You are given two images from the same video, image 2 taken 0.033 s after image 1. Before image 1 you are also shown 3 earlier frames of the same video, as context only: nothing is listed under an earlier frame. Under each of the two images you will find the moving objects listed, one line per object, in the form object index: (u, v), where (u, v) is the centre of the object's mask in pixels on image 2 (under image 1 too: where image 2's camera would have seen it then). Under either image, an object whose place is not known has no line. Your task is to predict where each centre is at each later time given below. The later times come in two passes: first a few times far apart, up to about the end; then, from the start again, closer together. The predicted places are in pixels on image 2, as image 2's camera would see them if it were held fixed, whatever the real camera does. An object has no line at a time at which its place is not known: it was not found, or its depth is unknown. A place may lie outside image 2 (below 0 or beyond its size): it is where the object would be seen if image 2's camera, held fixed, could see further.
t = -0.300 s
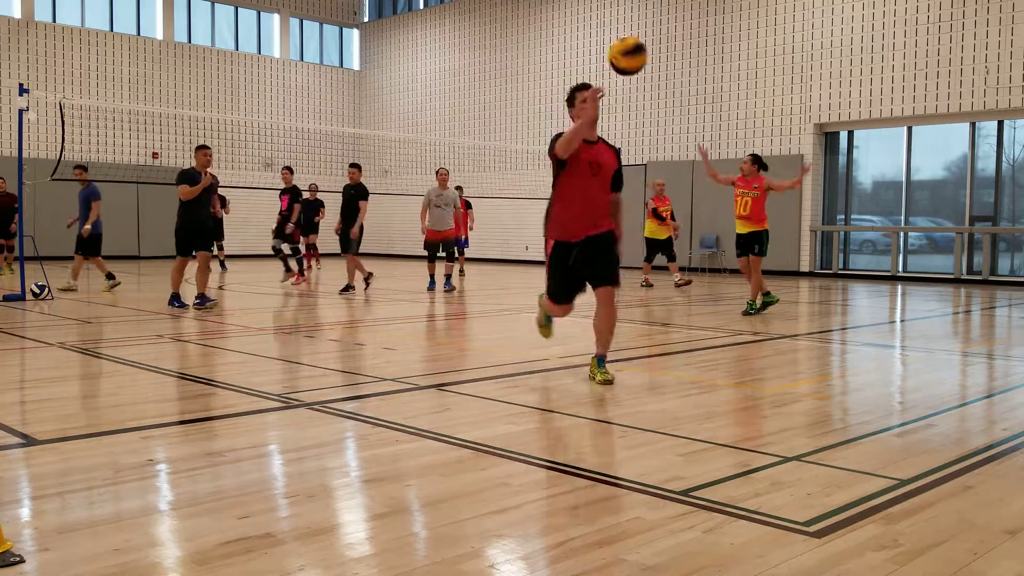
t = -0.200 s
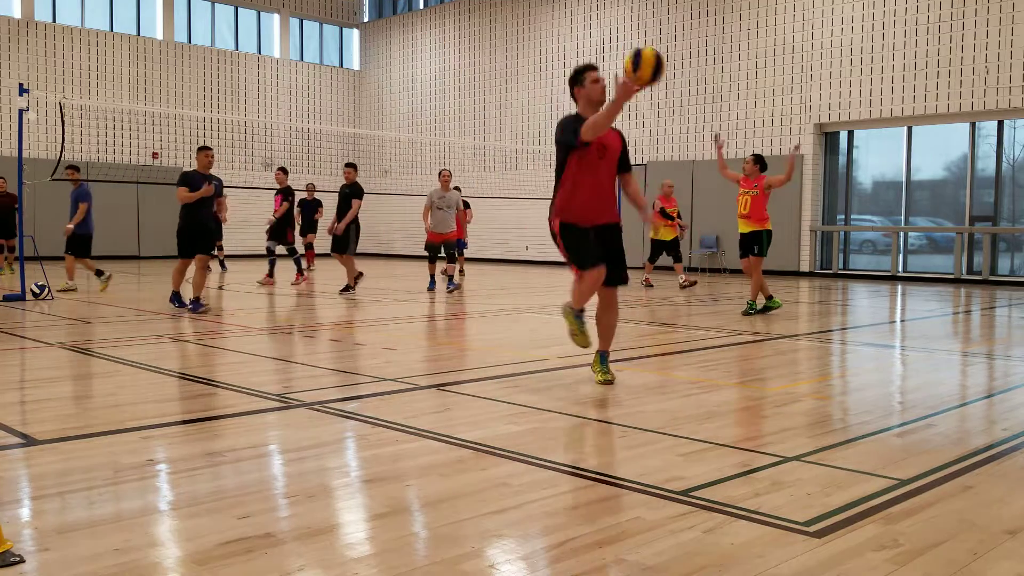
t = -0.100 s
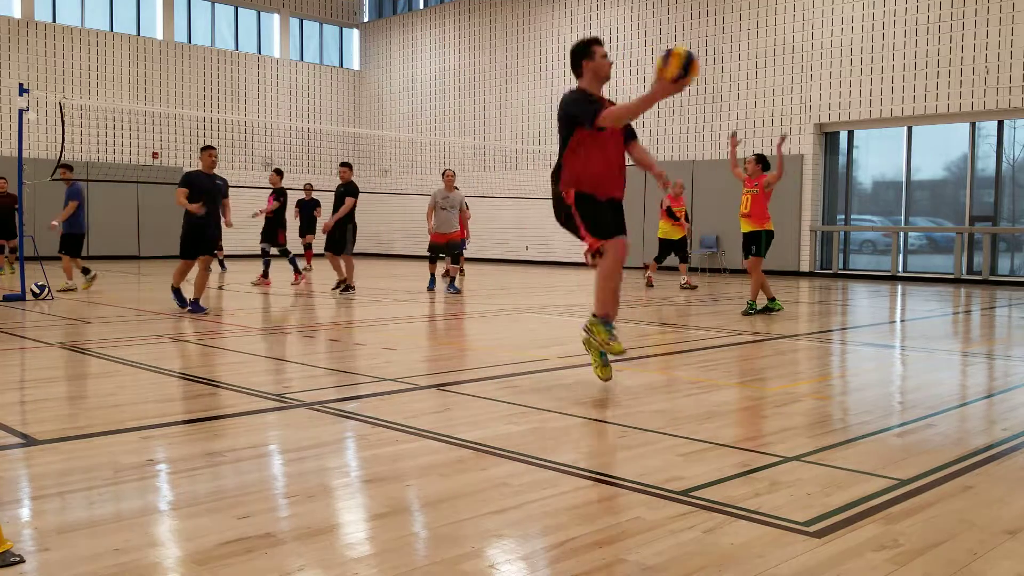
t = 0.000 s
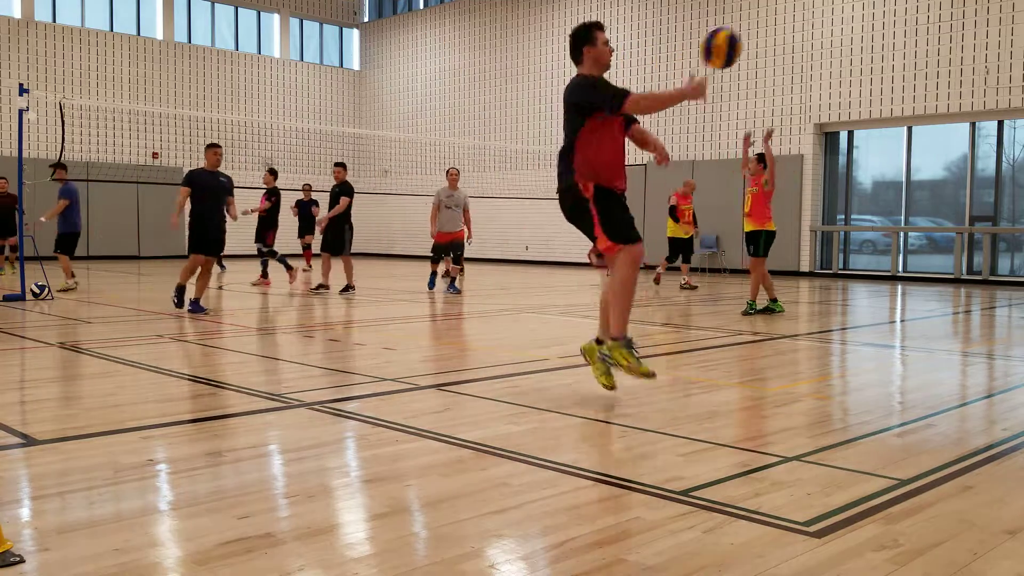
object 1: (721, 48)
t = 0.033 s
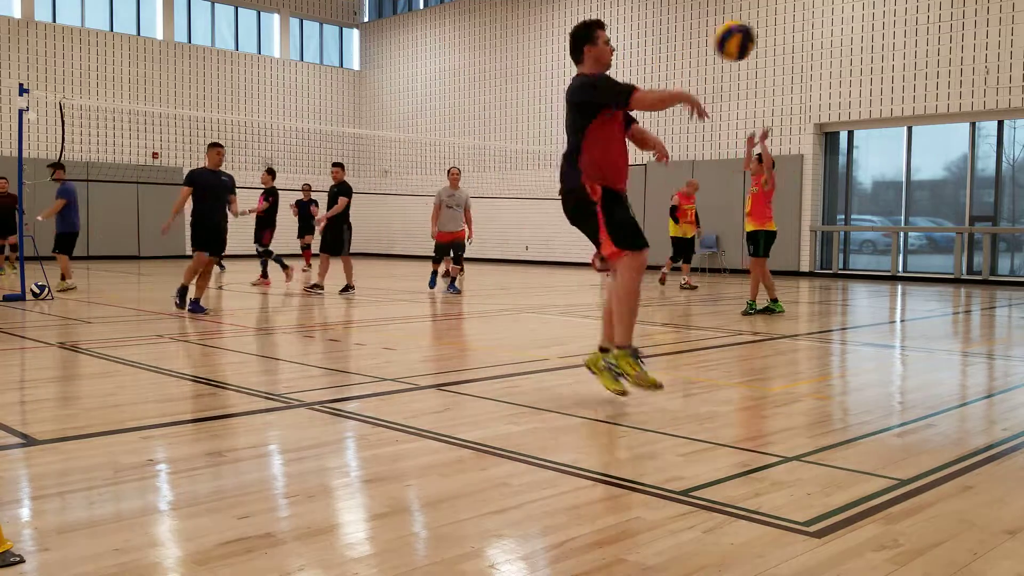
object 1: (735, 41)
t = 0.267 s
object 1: (817, 44)
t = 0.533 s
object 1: (881, 141)
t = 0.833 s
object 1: (928, 323)
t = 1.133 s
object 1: (960, 221)
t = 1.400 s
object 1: (983, 200)
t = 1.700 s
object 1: (1002, 273)
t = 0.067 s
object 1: (748, 36)
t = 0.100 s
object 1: (761, 32)
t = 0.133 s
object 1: (773, 31)
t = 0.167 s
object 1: (785, 31)
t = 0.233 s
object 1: (806, 38)
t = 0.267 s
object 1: (817, 44)
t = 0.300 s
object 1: (826, 52)
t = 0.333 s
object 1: (835, 62)
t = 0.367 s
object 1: (843, 72)
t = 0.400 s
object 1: (852, 84)
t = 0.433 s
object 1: (860, 97)
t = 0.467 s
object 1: (867, 110)
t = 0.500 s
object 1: (874, 125)
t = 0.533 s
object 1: (881, 141)
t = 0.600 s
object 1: (893, 178)
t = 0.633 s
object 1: (898, 197)
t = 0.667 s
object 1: (905, 216)
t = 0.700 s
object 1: (909, 235)
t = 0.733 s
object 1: (916, 255)
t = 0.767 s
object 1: (919, 277)
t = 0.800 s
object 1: (924, 300)
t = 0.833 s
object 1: (928, 323)
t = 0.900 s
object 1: (935, 307)
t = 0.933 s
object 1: (939, 290)
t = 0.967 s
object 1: (943, 275)
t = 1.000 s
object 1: (946, 262)
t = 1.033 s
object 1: (950, 249)
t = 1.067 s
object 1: (951, 239)
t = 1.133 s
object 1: (960, 221)
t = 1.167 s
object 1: (962, 214)
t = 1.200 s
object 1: (965, 208)
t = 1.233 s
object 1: (968, 203)
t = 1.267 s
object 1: (971, 200)
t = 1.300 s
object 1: (975, 198)
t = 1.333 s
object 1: (978, 197)
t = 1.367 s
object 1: (980, 198)
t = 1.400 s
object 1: (983, 200)
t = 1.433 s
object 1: (985, 203)
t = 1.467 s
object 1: (988, 209)
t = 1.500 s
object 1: (990, 215)
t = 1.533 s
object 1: (992, 221)
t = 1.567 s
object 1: (994, 229)
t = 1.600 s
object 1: (996, 238)
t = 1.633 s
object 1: (998, 248)
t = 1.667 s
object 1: (1001, 259)
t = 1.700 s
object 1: (1002, 273)
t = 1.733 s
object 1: (1004, 286)
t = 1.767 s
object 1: (1006, 301)
